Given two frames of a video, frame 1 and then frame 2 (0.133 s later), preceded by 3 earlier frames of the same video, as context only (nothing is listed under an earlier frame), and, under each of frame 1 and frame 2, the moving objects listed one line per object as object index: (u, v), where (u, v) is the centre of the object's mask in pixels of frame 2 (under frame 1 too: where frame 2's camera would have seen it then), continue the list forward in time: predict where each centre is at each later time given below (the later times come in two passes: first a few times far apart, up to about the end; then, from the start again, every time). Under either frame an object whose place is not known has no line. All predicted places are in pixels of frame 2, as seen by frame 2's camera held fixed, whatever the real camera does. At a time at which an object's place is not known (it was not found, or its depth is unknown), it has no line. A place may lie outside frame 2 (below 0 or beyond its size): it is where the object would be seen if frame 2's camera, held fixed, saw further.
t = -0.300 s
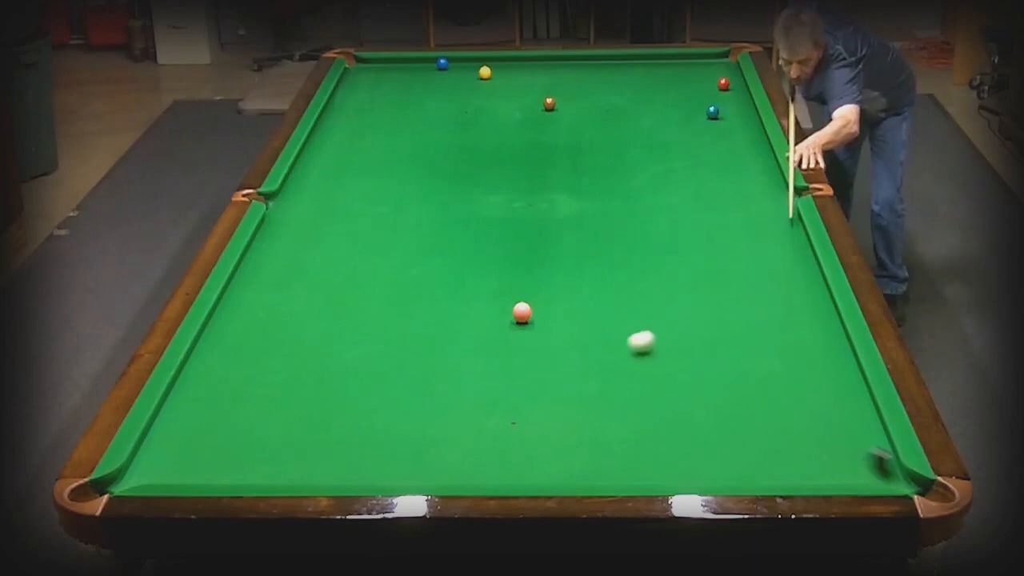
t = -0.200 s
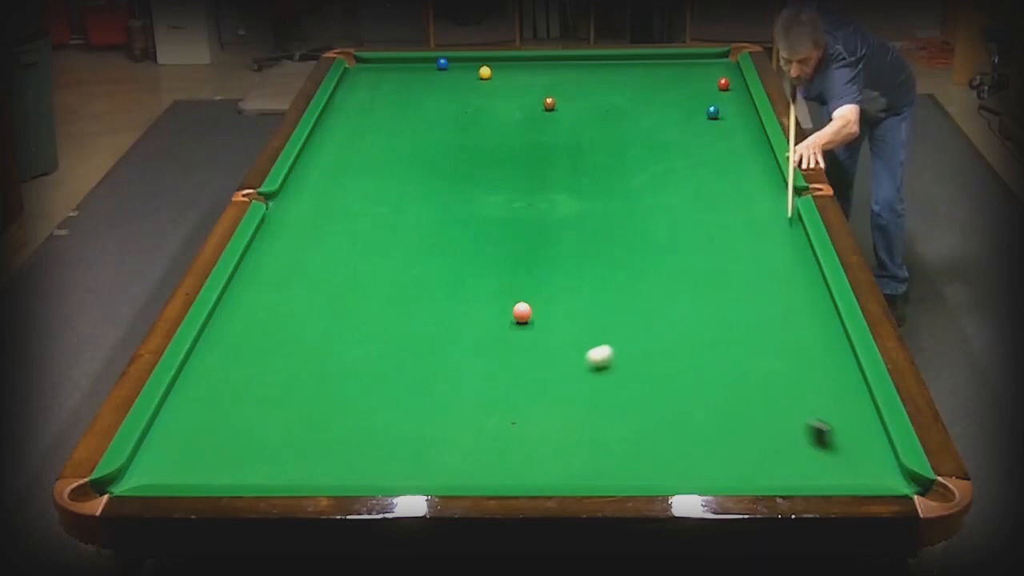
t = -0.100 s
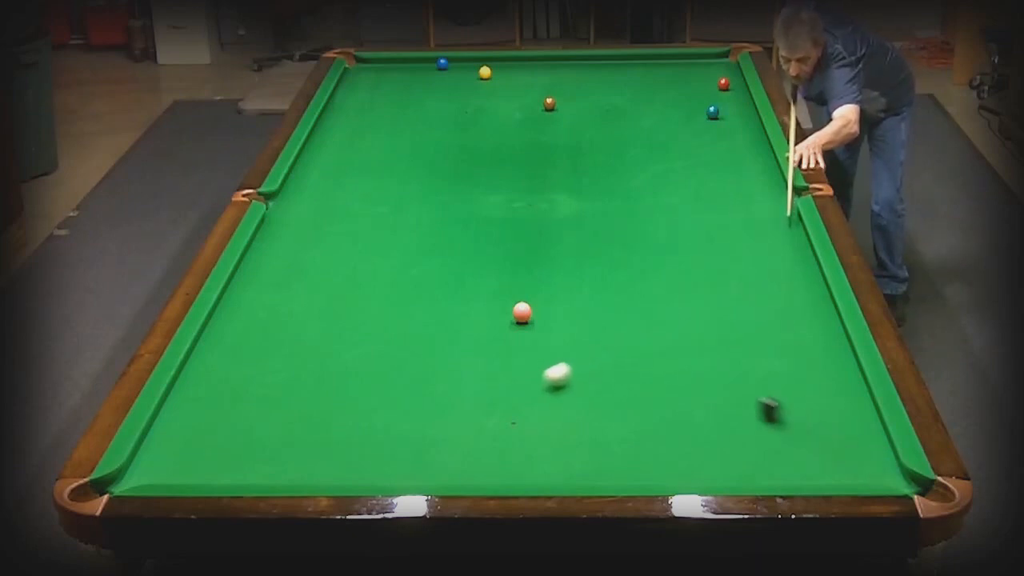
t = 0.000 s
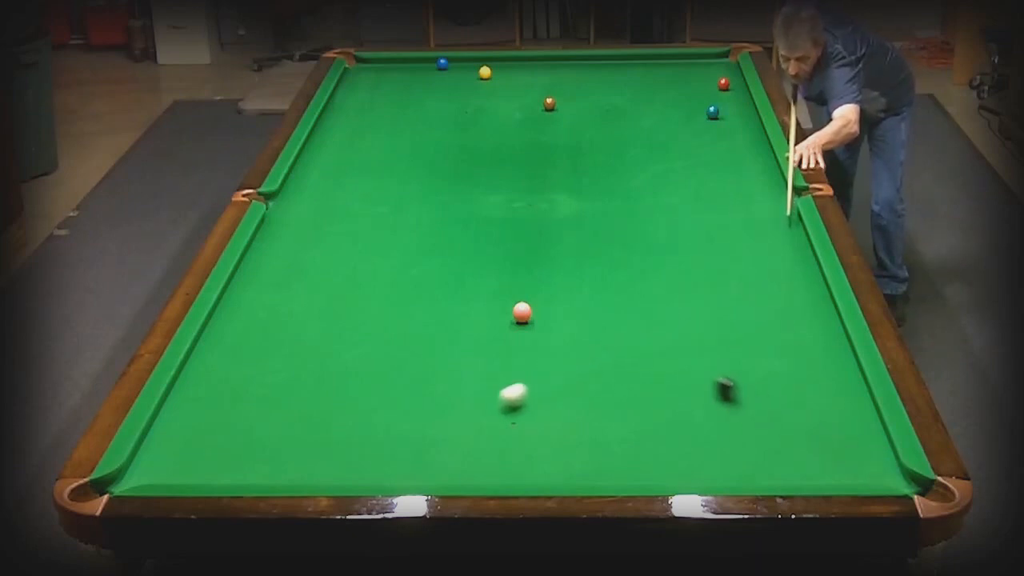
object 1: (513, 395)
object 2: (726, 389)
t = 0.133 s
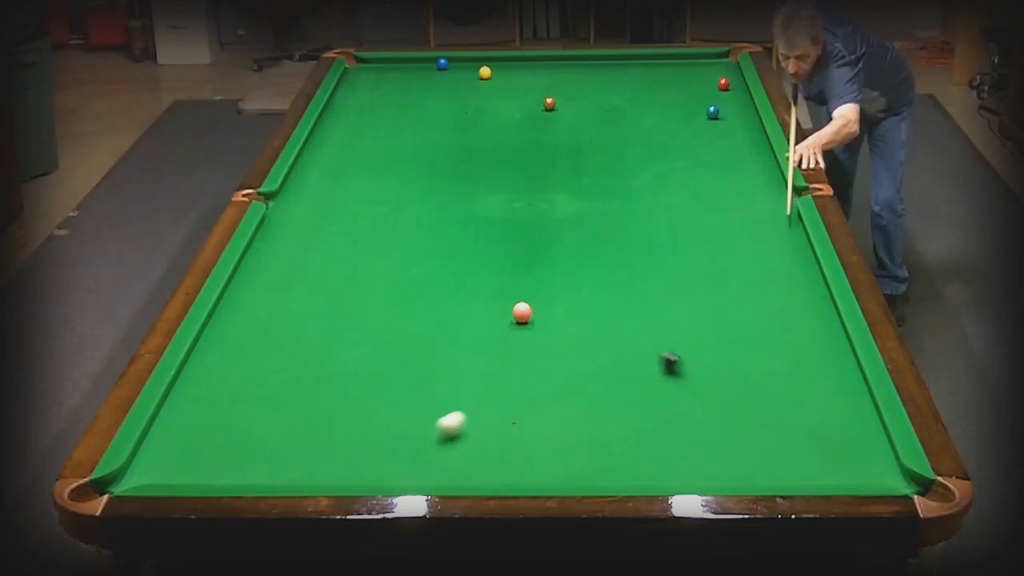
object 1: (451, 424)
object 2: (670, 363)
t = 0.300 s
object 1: (368, 463)
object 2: (607, 334)
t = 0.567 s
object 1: (268, 448)
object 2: (521, 293)
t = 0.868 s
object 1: (181, 410)
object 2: (437, 254)
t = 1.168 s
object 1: (237, 373)
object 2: (364, 221)
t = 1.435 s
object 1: (299, 344)
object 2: (308, 194)
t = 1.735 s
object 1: (360, 315)
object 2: (323, 171)
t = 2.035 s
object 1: (415, 289)
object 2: (362, 153)
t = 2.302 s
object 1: (458, 269)
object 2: (395, 138)
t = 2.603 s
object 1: (501, 248)
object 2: (427, 123)
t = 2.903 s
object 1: (539, 230)
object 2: (457, 110)
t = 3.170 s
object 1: (569, 215)
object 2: (481, 98)
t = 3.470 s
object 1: (600, 200)
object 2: (506, 87)
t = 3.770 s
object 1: (627, 187)
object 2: (529, 77)
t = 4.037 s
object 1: (649, 176)
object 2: (548, 70)
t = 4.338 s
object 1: (672, 165)
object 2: (567, 62)
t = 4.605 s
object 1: (690, 156)
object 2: (580, 60)
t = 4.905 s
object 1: (709, 147)
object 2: (592, 64)
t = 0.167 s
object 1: (435, 432)
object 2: (657, 357)
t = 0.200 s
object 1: (418, 440)
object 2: (644, 351)
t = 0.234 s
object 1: (402, 447)
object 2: (632, 346)
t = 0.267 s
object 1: (384, 455)
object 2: (619, 340)
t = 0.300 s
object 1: (368, 463)
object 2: (607, 334)
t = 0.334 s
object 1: (350, 469)
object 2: (596, 329)
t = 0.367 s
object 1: (332, 475)
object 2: (585, 324)
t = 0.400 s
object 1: (319, 473)
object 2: (573, 318)
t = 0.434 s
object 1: (309, 468)
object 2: (563, 313)
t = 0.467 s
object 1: (299, 463)
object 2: (552, 308)
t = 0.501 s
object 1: (288, 458)
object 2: (542, 303)
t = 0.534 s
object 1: (278, 453)
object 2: (531, 298)
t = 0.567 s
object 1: (268, 448)
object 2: (521, 293)
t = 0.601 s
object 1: (257, 444)
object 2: (511, 290)
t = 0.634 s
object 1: (247, 440)
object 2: (501, 285)
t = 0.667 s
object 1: (237, 435)
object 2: (491, 280)
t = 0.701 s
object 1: (228, 430)
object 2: (481, 276)
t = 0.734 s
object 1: (218, 426)
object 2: (472, 271)
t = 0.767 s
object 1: (209, 422)
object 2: (463, 268)
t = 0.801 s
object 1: (199, 418)
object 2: (454, 263)
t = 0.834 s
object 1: (190, 414)
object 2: (445, 259)
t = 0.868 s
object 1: (181, 410)
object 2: (437, 254)
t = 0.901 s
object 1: (172, 406)
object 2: (428, 251)
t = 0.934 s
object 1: (174, 402)
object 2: (419, 246)
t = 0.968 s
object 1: (185, 397)
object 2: (411, 243)
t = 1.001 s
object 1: (194, 393)
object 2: (403, 239)
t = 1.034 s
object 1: (203, 389)
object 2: (395, 235)
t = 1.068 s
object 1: (212, 385)
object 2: (387, 232)
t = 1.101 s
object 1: (220, 381)
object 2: (380, 228)
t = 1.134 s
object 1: (229, 377)
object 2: (372, 224)
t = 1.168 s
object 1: (237, 373)
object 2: (364, 221)
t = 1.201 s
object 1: (245, 369)
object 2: (357, 217)
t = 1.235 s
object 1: (253, 365)
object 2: (349, 214)
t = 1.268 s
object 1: (261, 362)
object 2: (342, 211)
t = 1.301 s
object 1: (269, 358)
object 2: (335, 207)
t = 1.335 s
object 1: (276, 355)
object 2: (328, 204)
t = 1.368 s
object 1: (284, 351)
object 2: (321, 201)
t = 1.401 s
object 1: (292, 347)
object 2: (314, 197)
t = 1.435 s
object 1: (299, 344)
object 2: (308, 194)
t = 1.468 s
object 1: (306, 341)
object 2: (301, 192)
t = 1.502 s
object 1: (313, 337)
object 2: (295, 188)
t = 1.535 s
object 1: (320, 334)
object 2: (289, 185)
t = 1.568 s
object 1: (327, 331)
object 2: (293, 184)
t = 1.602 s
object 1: (334, 328)
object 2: (300, 181)
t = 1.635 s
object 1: (341, 324)
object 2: (307, 178)
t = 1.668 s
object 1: (347, 321)
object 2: (313, 176)
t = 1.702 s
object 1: (354, 318)
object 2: (318, 174)
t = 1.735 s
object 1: (360, 315)
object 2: (323, 171)
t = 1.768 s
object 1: (367, 312)
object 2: (327, 170)
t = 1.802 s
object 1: (373, 309)
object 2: (332, 168)
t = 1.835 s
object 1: (380, 306)
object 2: (336, 165)
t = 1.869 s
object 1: (386, 303)
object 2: (341, 163)
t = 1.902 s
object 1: (392, 300)
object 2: (345, 161)
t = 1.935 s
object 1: (398, 297)
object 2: (350, 159)
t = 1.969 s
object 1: (403, 295)
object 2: (354, 157)
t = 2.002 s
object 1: (409, 292)
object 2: (358, 155)
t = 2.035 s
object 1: (415, 289)
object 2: (362, 153)
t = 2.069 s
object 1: (421, 287)
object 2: (367, 151)
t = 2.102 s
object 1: (426, 284)
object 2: (371, 149)
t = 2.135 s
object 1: (432, 281)
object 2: (375, 147)
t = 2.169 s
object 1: (437, 279)
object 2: (379, 146)
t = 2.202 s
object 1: (442, 276)
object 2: (383, 144)
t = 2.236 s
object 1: (447, 274)
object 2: (387, 142)
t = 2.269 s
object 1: (453, 271)
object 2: (391, 140)
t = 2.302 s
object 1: (458, 269)
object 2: (395, 138)
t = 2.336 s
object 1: (463, 266)
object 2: (399, 137)
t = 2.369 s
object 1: (468, 264)
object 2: (402, 135)
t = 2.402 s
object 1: (472, 262)
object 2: (406, 133)
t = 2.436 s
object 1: (477, 259)
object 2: (410, 131)
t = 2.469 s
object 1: (482, 257)
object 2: (413, 129)
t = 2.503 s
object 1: (487, 255)
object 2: (417, 128)
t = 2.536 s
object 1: (492, 253)
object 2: (420, 126)
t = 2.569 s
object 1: (496, 250)
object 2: (424, 125)
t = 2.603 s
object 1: (501, 248)
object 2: (427, 123)
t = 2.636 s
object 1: (505, 246)
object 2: (431, 121)
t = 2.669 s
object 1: (510, 244)
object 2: (434, 120)
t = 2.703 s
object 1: (514, 242)
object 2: (438, 119)
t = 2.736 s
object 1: (518, 240)
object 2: (441, 117)
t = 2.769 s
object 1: (522, 238)
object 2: (444, 115)
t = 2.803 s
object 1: (527, 236)
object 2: (448, 114)
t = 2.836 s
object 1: (531, 234)
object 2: (451, 112)
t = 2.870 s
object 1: (535, 232)
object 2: (454, 111)
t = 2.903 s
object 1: (539, 230)
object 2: (457, 110)
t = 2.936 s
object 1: (543, 228)
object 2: (460, 108)
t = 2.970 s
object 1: (547, 226)
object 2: (463, 106)
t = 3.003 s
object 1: (550, 224)
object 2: (467, 105)
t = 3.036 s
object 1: (554, 222)
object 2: (469, 104)
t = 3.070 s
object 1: (558, 220)
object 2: (473, 102)
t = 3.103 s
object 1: (562, 219)
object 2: (475, 101)
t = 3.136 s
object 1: (565, 217)
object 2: (478, 100)
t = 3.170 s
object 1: (569, 215)
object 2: (481, 98)
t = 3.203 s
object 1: (572, 213)
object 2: (484, 98)
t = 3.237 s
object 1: (576, 212)
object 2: (487, 96)
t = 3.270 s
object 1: (580, 210)
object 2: (490, 95)
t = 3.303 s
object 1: (583, 208)
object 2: (493, 93)
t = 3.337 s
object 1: (586, 207)
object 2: (495, 92)
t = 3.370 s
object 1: (590, 205)
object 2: (498, 91)
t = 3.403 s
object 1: (593, 203)
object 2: (501, 90)
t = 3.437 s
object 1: (596, 202)
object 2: (504, 89)
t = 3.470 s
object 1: (600, 200)
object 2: (506, 87)
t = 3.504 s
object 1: (603, 198)
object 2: (509, 86)
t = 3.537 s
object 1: (606, 197)
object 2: (512, 85)
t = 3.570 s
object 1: (609, 195)
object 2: (514, 84)
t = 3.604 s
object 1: (613, 194)
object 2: (517, 82)
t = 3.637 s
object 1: (616, 192)
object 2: (519, 82)
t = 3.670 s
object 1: (618, 191)
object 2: (522, 80)
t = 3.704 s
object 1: (621, 189)
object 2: (524, 79)
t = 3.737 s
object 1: (625, 188)
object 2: (527, 78)
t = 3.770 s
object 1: (627, 187)
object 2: (529, 77)
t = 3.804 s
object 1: (630, 185)
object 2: (532, 76)
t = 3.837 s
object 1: (633, 184)
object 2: (534, 75)
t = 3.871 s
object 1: (636, 183)
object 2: (537, 74)
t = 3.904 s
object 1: (639, 181)
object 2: (539, 73)
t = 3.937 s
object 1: (641, 180)
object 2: (541, 72)
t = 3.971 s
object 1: (644, 179)
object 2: (543, 71)
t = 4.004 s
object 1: (647, 177)
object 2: (546, 70)
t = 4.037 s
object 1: (649, 176)
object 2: (548, 70)
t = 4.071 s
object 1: (652, 175)
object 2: (550, 69)
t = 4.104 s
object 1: (655, 174)
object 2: (552, 68)
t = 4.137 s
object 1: (657, 172)
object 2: (554, 67)
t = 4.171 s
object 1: (660, 171)
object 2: (556, 66)
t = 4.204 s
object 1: (662, 170)
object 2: (559, 65)
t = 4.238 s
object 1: (665, 169)
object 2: (561, 64)
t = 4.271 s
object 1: (667, 167)
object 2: (563, 63)
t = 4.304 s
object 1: (670, 166)
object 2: (565, 62)
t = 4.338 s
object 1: (672, 165)
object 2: (567, 62)
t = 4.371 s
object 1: (674, 164)
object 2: (569, 61)
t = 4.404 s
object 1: (677, 163)
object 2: (571, 60)
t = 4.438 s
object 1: (679, 162)
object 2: (573, 59)
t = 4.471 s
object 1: (682, 161)
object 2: (575, 59)
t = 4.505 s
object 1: (683, 159)
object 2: (576, 59)
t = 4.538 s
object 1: (686, 158)
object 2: (577, 60)
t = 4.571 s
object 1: (688, 157)
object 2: (579, 60)
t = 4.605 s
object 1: (690, 156)
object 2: (580, 60)
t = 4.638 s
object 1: (693, 155)
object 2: (582, 61)
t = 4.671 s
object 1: (695, 154)
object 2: (583, 61)
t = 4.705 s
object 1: (697, 153)
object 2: (584, 62)
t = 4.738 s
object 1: (699, 152)
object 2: (586, 62)
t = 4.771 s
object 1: (701, 151)
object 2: (587, 63)
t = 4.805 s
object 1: (703, 150)
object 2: (588, 63)
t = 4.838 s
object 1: (705, 149)
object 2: (589, 63)
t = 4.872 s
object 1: (707, 148)
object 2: (591, 64)
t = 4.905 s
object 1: (709, 147)
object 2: (592, 64)
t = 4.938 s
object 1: (711, 146)
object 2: (594, 64)
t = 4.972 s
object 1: (712, 146)
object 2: (595, 65)
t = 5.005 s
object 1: (714, 144)
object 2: (596, 65)
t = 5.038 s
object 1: (716, 144)
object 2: (597, 65)
